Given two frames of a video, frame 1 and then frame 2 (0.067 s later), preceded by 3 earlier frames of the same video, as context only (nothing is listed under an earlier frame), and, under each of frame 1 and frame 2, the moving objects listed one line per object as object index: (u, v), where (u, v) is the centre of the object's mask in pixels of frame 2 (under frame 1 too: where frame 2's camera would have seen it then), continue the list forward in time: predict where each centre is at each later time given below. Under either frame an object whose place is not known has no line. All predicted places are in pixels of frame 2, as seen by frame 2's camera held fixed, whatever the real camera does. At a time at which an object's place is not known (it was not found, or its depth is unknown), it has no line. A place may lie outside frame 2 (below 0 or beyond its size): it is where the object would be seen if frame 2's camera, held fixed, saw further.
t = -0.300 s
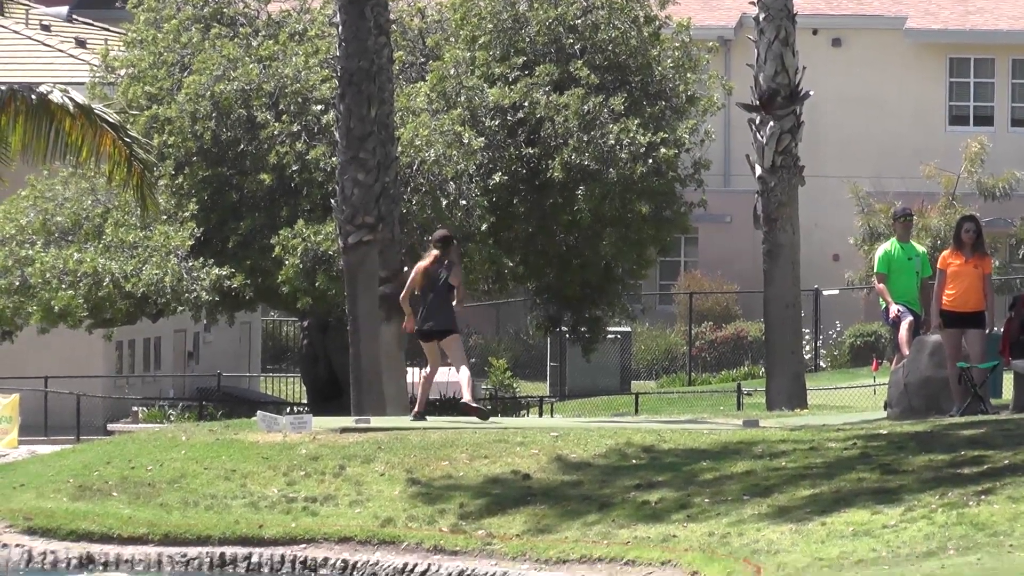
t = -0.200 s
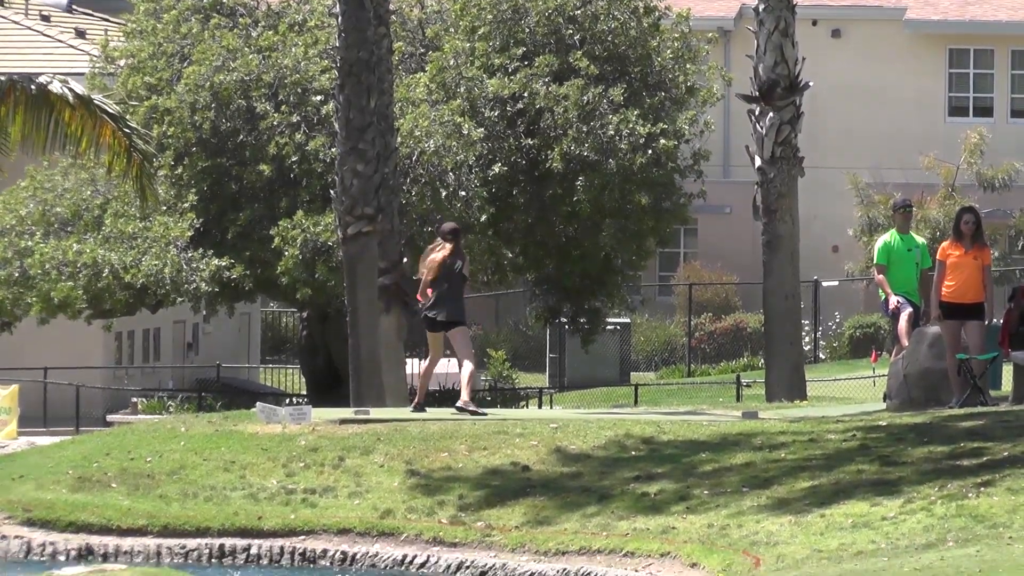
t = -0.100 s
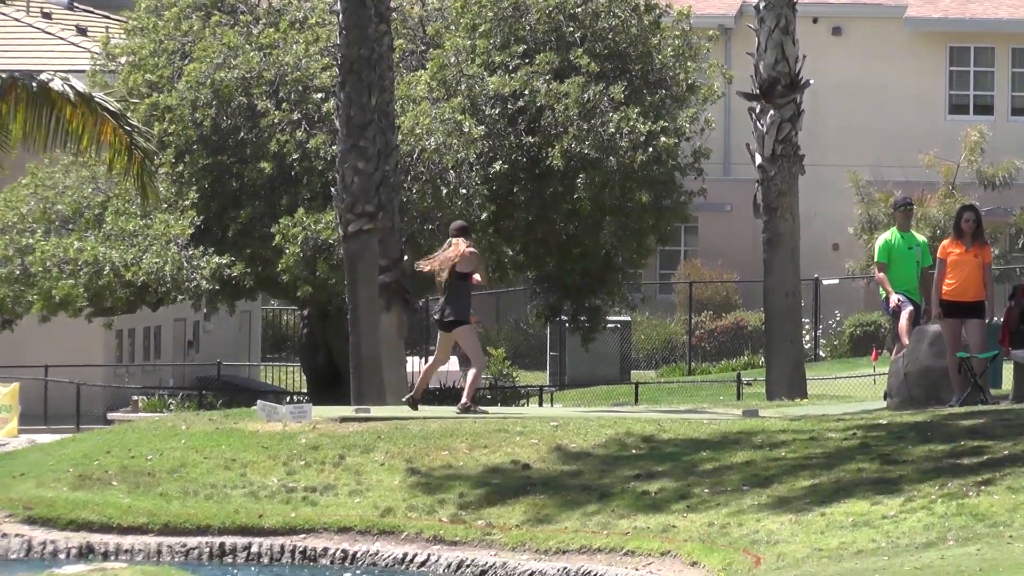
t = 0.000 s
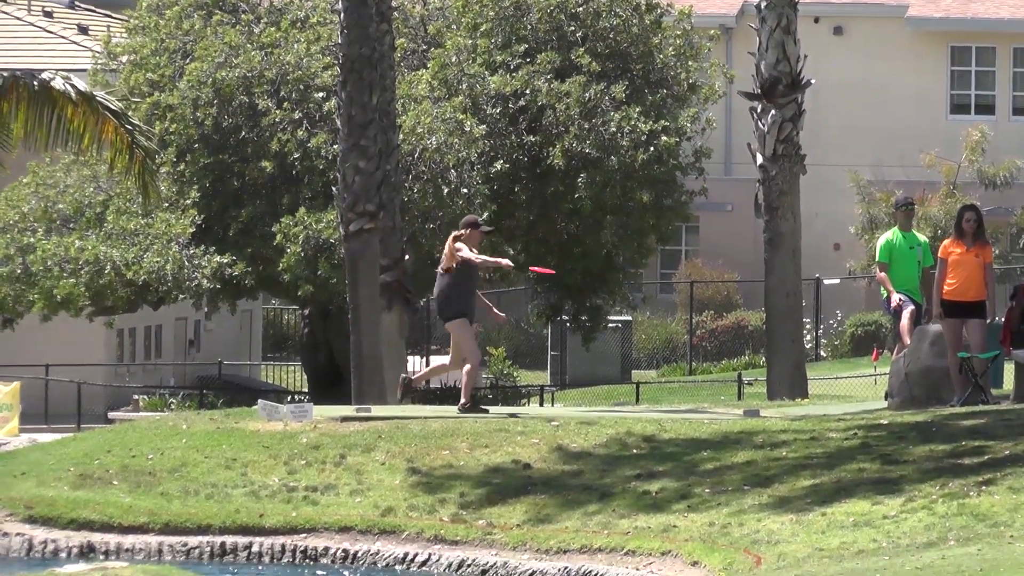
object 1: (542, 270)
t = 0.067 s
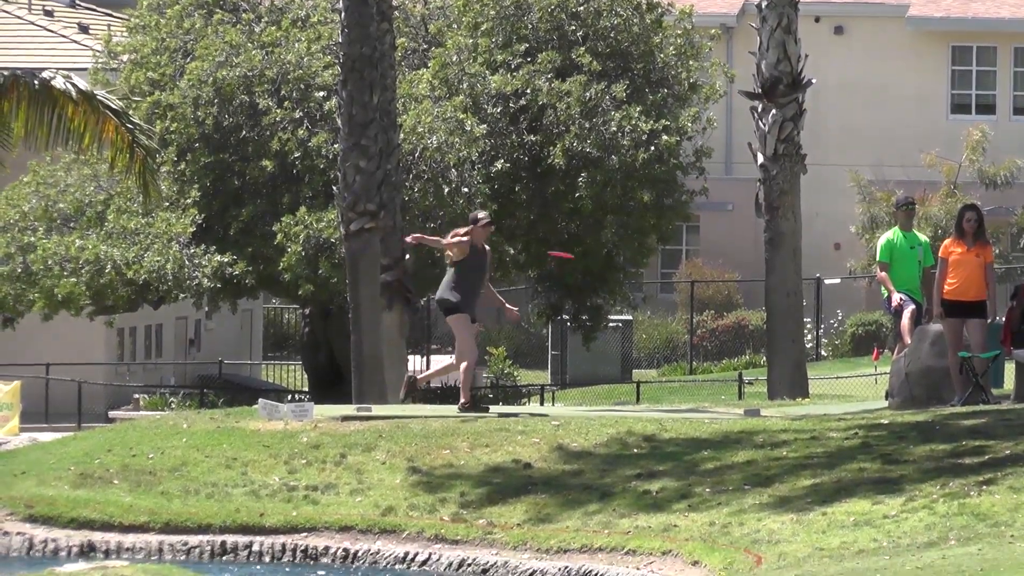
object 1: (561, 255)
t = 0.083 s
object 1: (565, 251)
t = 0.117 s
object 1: (574, 245)
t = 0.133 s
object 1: (578, 242)
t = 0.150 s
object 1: (582, 242)
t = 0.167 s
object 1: (587, 240)
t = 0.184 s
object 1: (591, 237)
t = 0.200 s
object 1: (594, 236)
